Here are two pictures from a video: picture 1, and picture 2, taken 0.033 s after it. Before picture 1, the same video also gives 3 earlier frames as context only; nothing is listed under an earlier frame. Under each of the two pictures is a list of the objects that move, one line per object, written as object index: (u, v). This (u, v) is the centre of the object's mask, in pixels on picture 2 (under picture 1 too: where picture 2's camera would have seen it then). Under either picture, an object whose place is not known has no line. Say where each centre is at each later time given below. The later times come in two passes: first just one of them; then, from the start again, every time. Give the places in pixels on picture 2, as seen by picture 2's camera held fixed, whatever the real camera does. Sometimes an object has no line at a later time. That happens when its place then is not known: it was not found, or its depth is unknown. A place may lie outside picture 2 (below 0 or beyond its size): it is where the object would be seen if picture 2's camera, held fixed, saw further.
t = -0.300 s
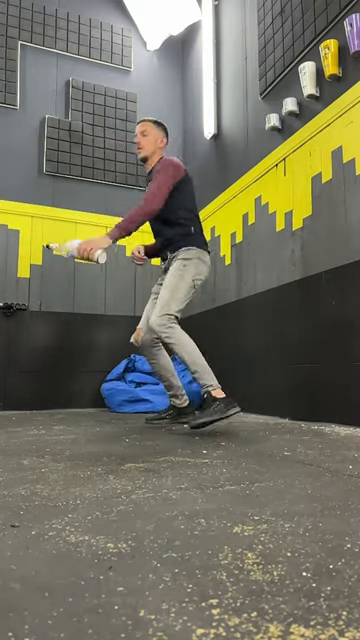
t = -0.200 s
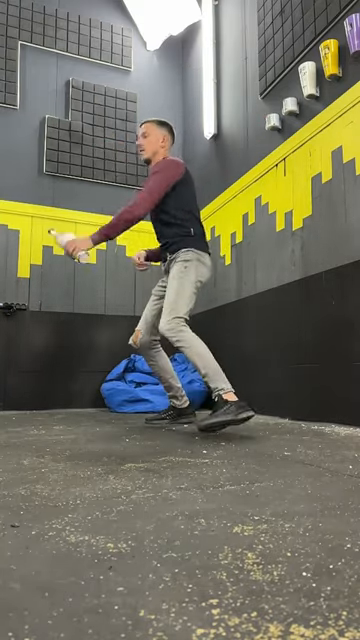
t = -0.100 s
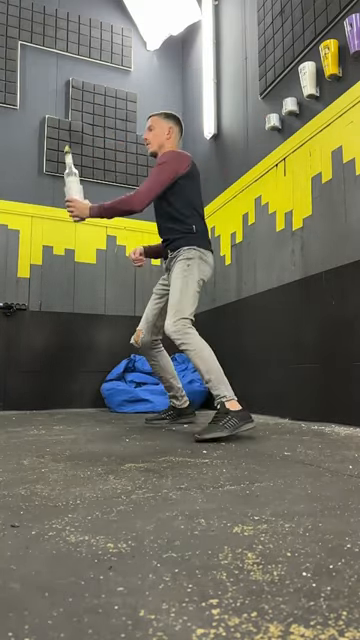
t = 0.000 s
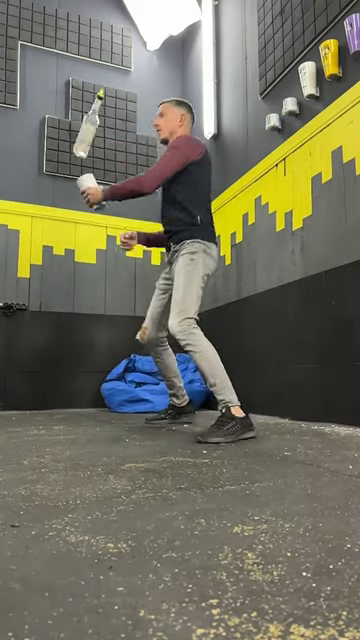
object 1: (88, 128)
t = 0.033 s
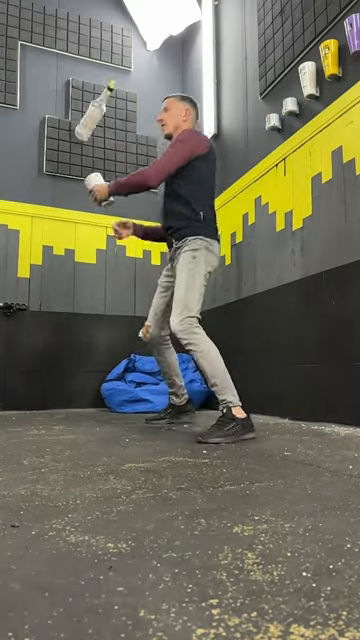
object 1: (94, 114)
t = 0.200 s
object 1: (120, 69)
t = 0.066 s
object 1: (98, 103)
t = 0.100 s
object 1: (103, 91)
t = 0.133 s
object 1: (109, 82)
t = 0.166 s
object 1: (114, 74)
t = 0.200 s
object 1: (120, 69)
